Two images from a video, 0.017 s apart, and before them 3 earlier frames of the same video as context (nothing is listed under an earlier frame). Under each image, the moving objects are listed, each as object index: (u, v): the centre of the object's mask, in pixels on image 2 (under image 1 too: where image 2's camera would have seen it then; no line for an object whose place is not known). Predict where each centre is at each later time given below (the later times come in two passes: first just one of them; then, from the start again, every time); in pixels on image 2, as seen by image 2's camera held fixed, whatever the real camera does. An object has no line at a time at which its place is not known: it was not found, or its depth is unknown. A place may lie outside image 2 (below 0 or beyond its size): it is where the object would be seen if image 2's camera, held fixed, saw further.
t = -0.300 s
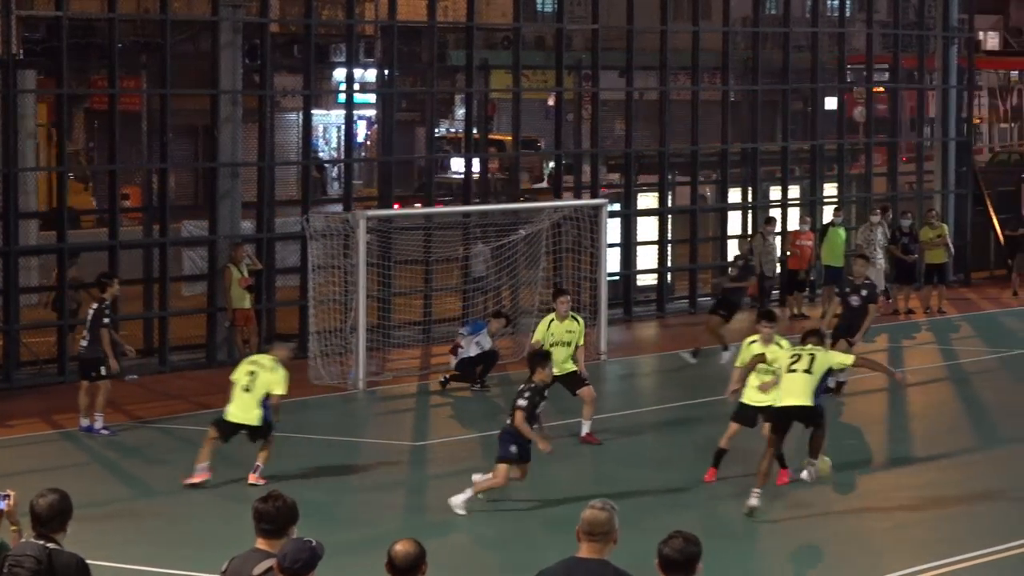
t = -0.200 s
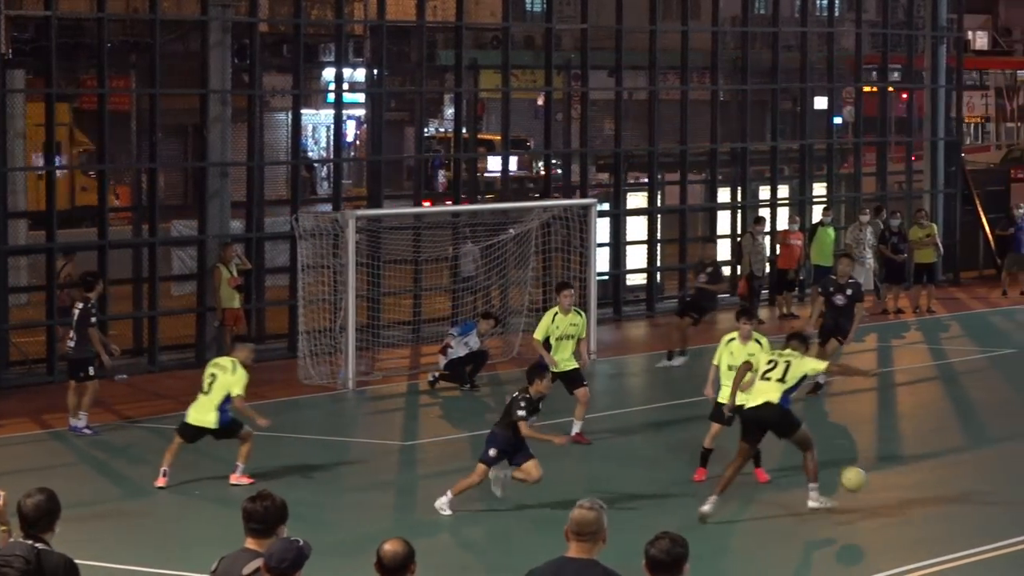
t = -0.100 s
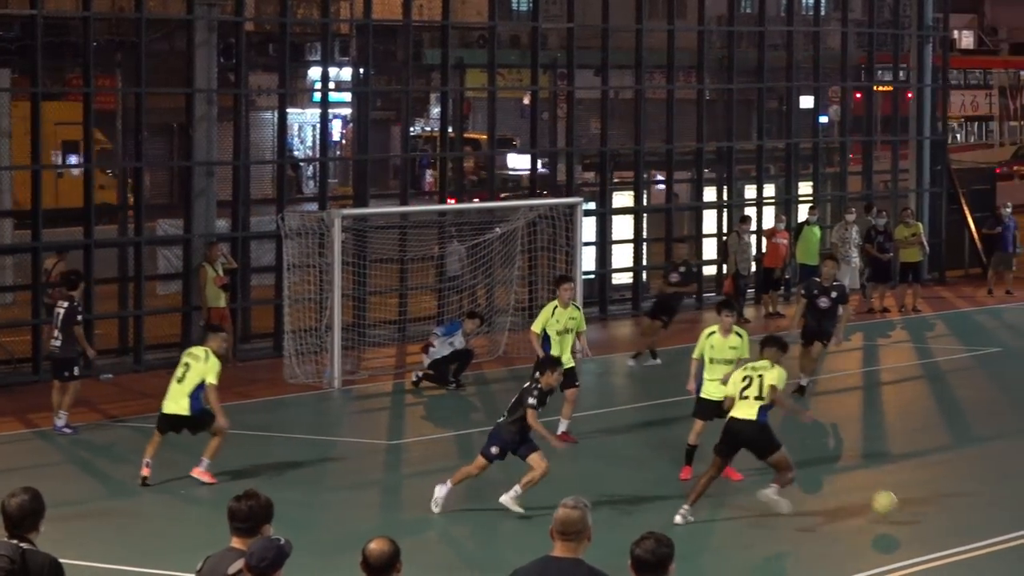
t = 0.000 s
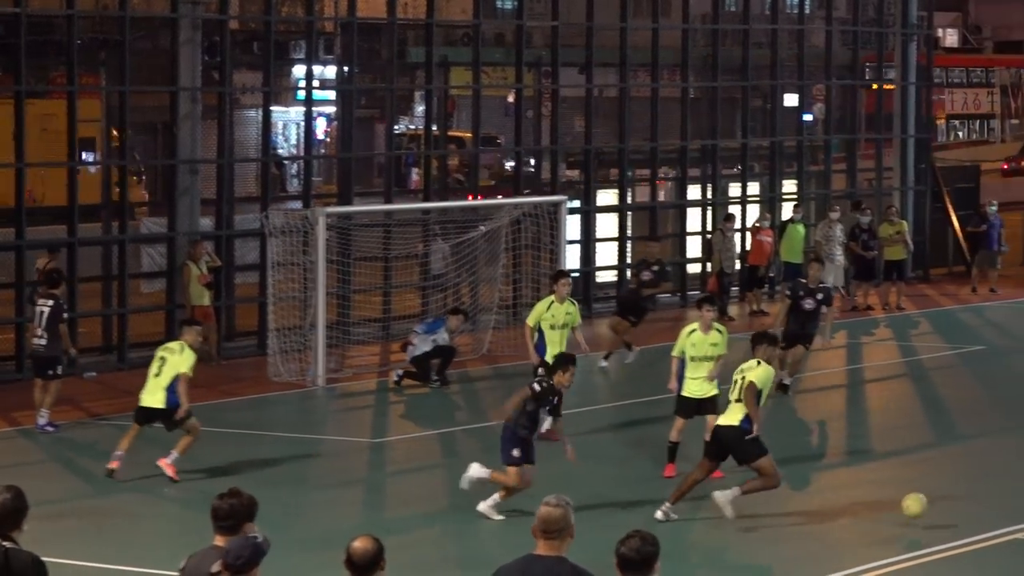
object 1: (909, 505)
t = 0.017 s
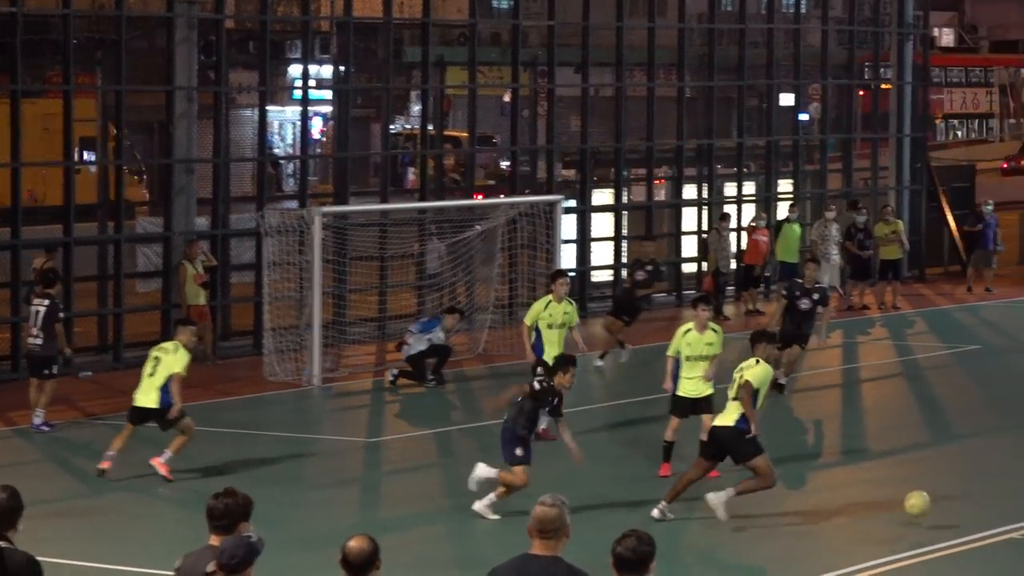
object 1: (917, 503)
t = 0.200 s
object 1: (1019, 508)
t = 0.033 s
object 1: (925, 500)
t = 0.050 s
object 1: (934, 499)
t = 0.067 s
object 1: (943, 497)
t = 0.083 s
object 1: (953, 497)
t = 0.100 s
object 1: (961, 496)
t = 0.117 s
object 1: (971, 497)
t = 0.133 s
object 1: (981, 499)
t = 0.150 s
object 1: (990, 501)
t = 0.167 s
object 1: (1000, 502)
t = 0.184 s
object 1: (1009, 505)
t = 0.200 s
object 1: (1019, 508)
